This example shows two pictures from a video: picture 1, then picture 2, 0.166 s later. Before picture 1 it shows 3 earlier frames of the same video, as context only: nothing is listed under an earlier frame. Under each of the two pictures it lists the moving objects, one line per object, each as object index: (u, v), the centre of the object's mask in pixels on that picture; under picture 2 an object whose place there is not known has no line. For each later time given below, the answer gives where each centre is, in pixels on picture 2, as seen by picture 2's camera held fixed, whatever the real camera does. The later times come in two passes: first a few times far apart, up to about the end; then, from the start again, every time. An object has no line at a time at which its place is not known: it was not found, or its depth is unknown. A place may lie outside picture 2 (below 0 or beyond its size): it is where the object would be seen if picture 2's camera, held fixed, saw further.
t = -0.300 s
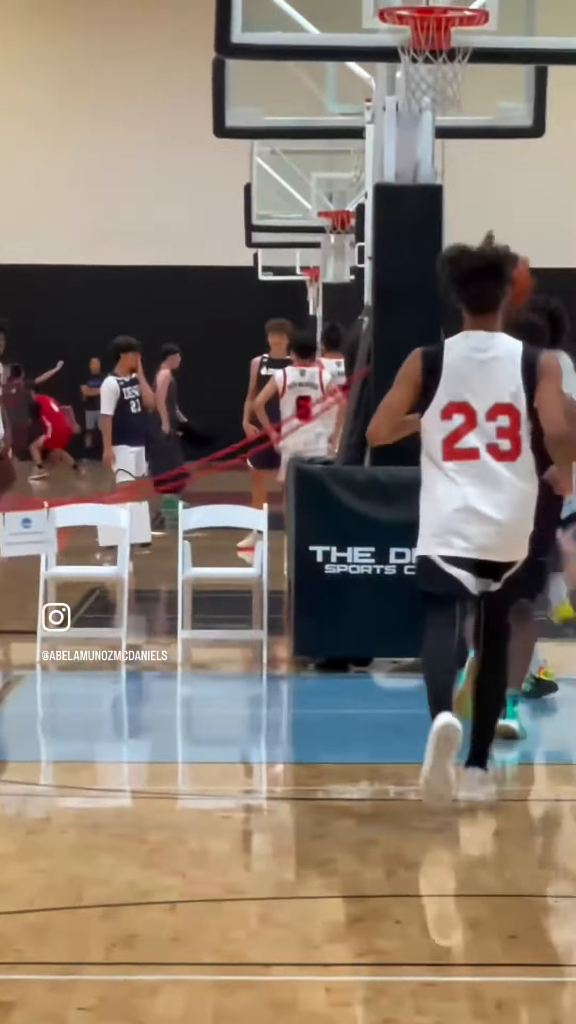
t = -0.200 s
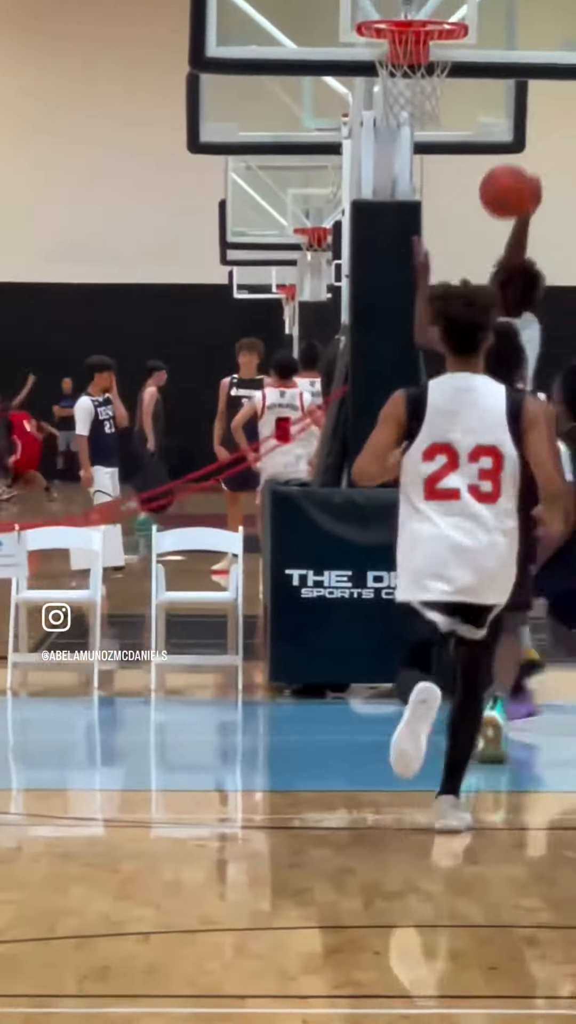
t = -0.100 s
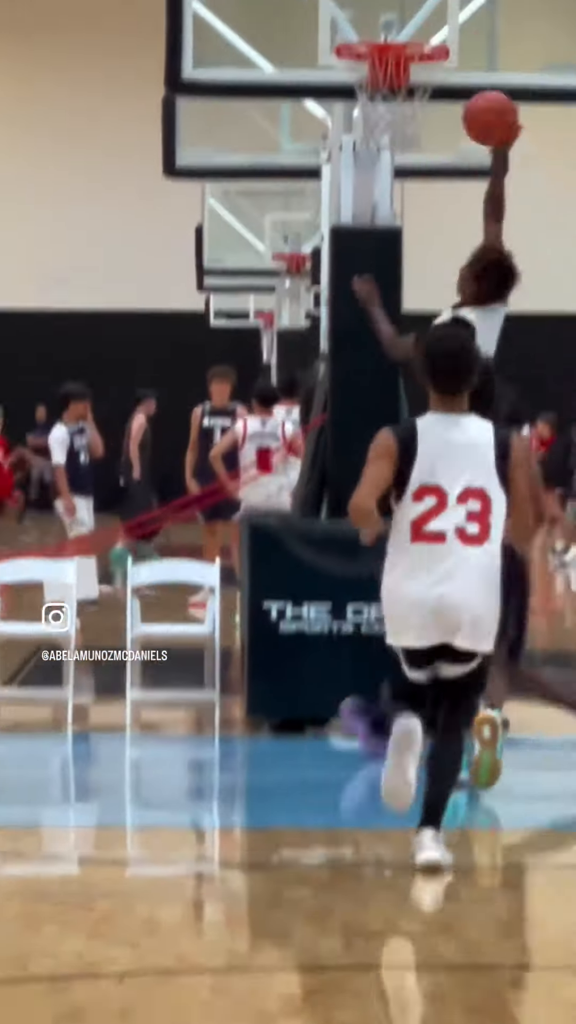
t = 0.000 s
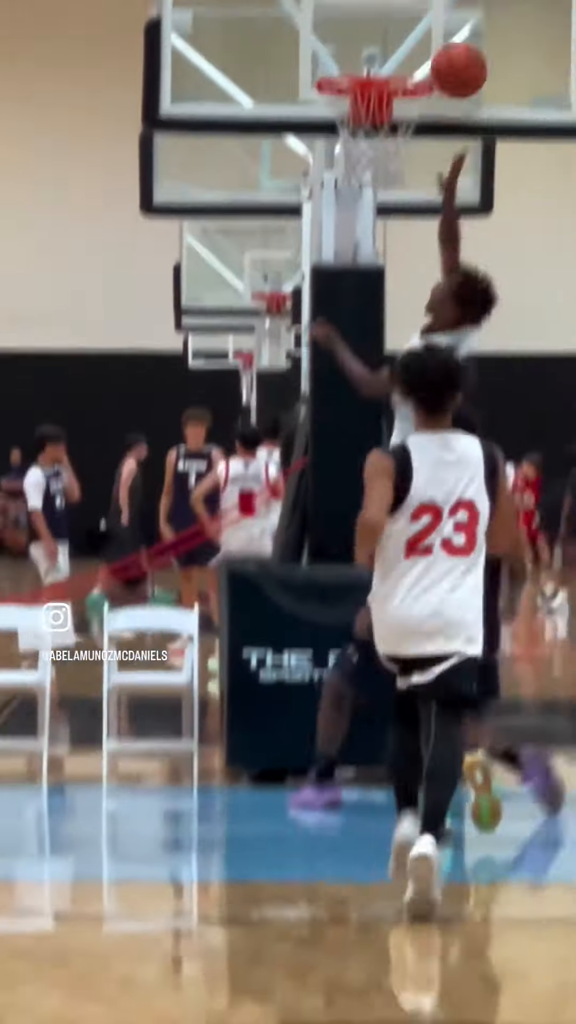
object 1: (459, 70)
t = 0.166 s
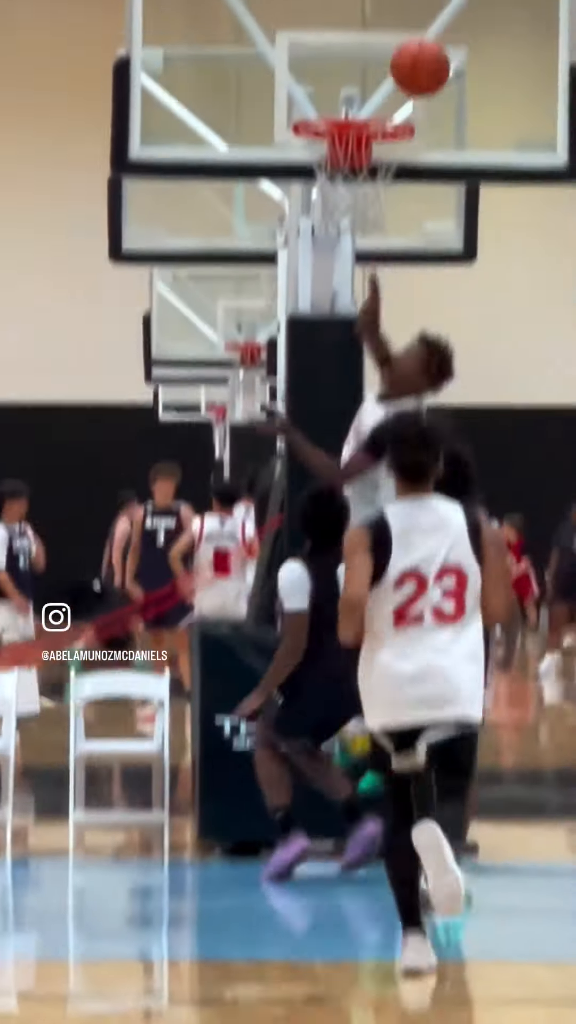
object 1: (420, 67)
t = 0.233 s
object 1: (412, 67)
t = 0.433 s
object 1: (388, 83)
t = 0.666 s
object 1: (349, 145)
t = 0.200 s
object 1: (417, 65)
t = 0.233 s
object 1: (412, 67)
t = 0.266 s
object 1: (409, 72)
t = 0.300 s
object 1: (405, 80)
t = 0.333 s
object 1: (402, 89)
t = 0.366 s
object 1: (398, 91)
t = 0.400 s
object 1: (393, 86)
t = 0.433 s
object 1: (388, 83)
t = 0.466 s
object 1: (382, 82)
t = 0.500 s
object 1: (377, 84)
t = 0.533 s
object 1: (373, 88)
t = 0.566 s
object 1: (366, 93)
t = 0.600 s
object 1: (361, 98)
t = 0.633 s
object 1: (356, 104)
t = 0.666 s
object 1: (349, 145)
